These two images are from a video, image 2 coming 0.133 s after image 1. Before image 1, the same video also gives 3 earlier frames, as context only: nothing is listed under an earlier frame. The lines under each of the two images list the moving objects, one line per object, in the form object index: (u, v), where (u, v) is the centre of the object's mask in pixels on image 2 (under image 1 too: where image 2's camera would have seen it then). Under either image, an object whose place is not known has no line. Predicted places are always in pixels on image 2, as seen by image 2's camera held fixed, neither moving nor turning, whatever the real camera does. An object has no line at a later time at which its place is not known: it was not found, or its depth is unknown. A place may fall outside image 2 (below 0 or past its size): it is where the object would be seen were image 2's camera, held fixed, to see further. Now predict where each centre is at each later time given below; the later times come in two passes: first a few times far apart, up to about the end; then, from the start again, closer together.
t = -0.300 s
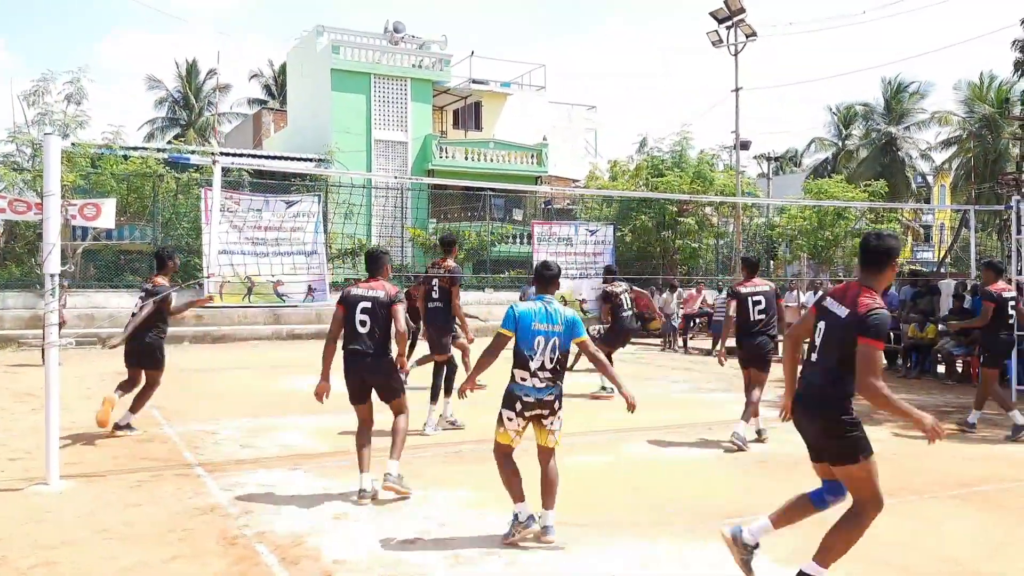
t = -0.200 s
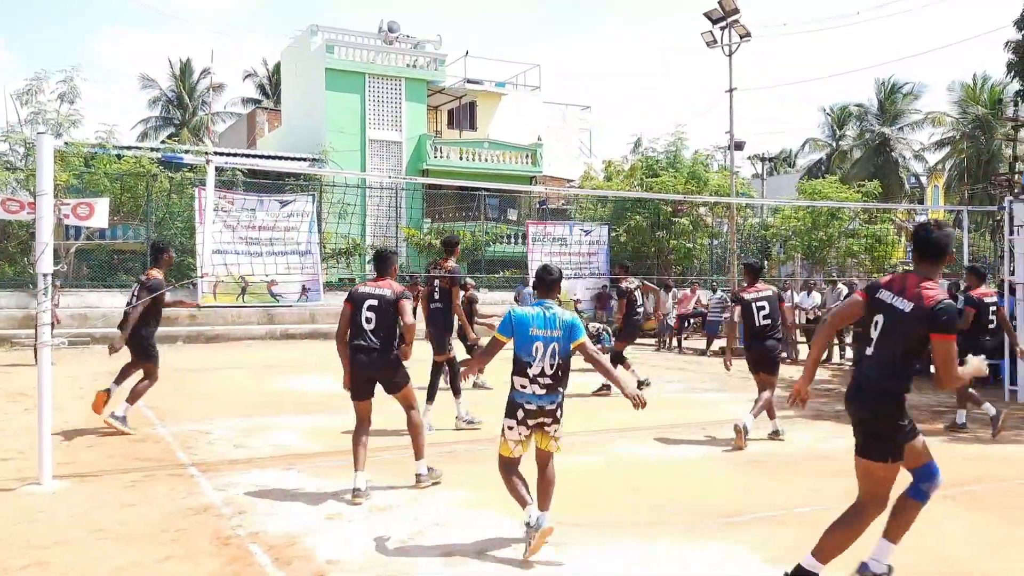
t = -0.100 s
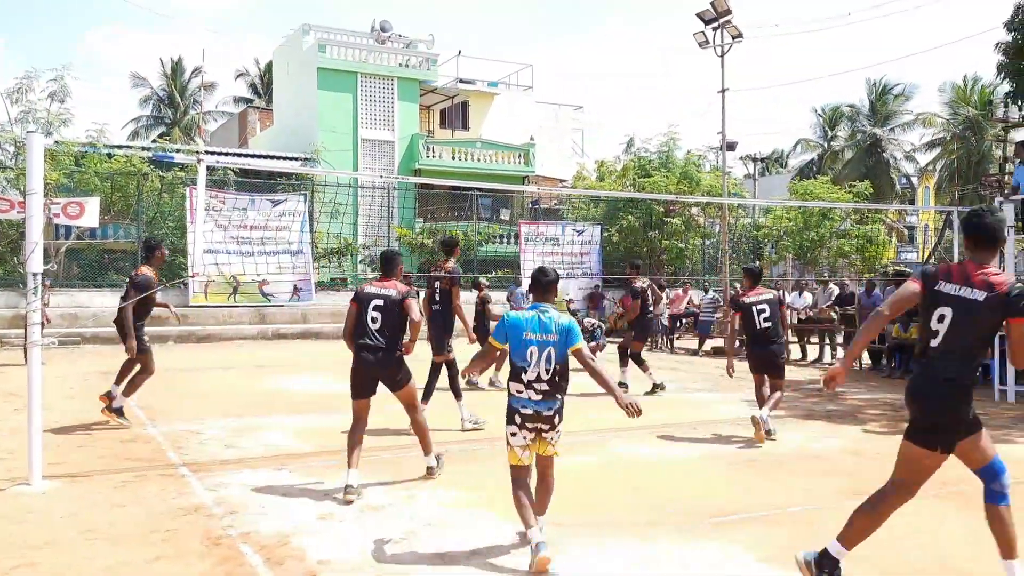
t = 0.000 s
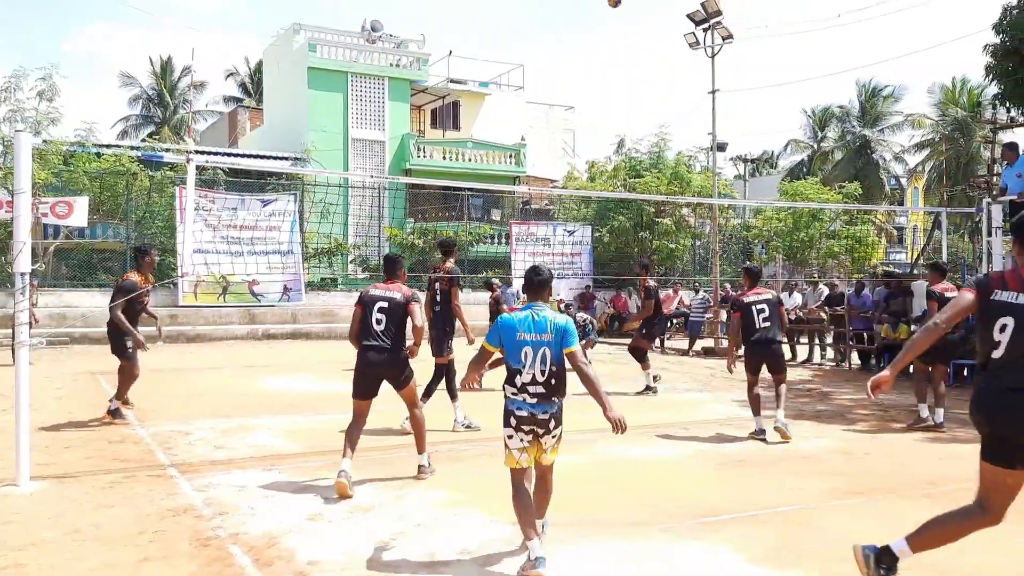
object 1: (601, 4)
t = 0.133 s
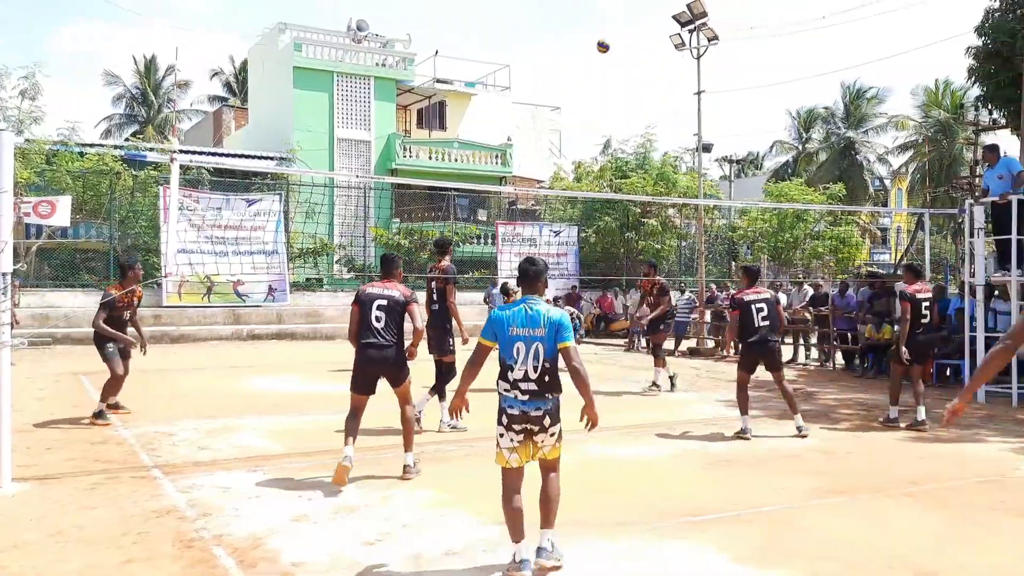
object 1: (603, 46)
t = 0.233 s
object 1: (604, 88)
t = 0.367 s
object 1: (606, 151)
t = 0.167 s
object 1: (603, 60)
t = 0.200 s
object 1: (604, 73)
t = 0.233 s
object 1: (604, 88)
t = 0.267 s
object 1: (605, 102)
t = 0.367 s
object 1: (606, 151)
